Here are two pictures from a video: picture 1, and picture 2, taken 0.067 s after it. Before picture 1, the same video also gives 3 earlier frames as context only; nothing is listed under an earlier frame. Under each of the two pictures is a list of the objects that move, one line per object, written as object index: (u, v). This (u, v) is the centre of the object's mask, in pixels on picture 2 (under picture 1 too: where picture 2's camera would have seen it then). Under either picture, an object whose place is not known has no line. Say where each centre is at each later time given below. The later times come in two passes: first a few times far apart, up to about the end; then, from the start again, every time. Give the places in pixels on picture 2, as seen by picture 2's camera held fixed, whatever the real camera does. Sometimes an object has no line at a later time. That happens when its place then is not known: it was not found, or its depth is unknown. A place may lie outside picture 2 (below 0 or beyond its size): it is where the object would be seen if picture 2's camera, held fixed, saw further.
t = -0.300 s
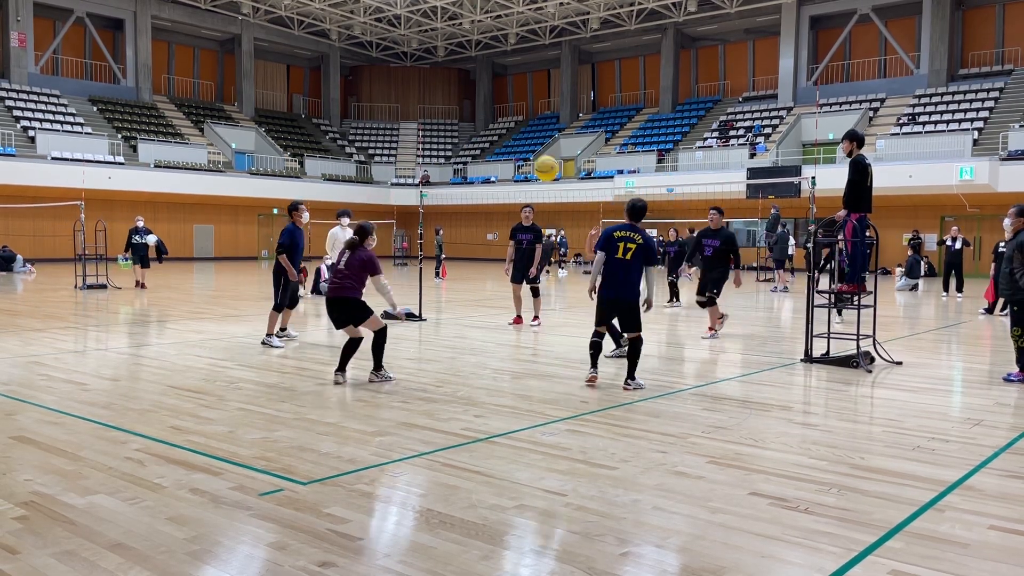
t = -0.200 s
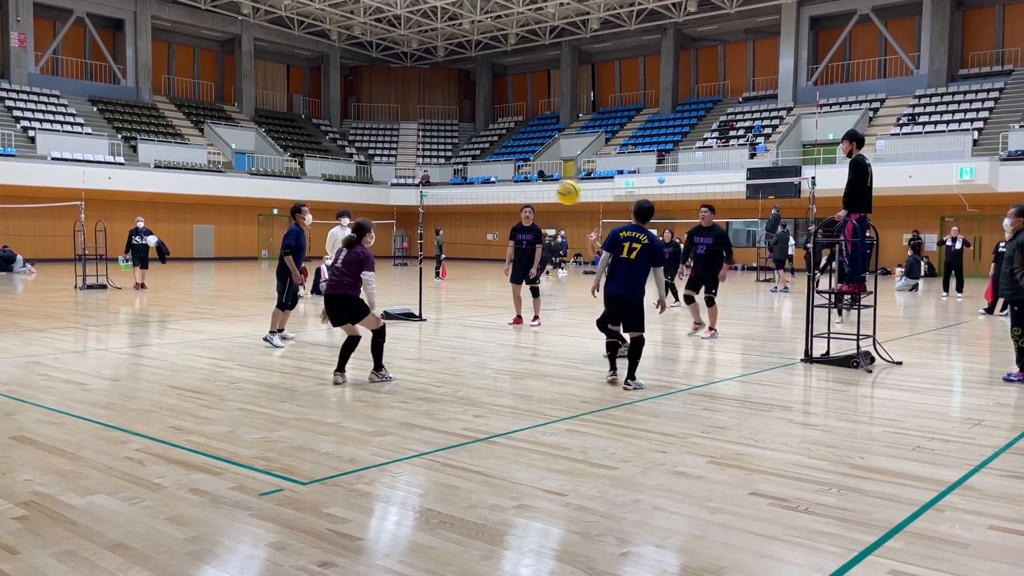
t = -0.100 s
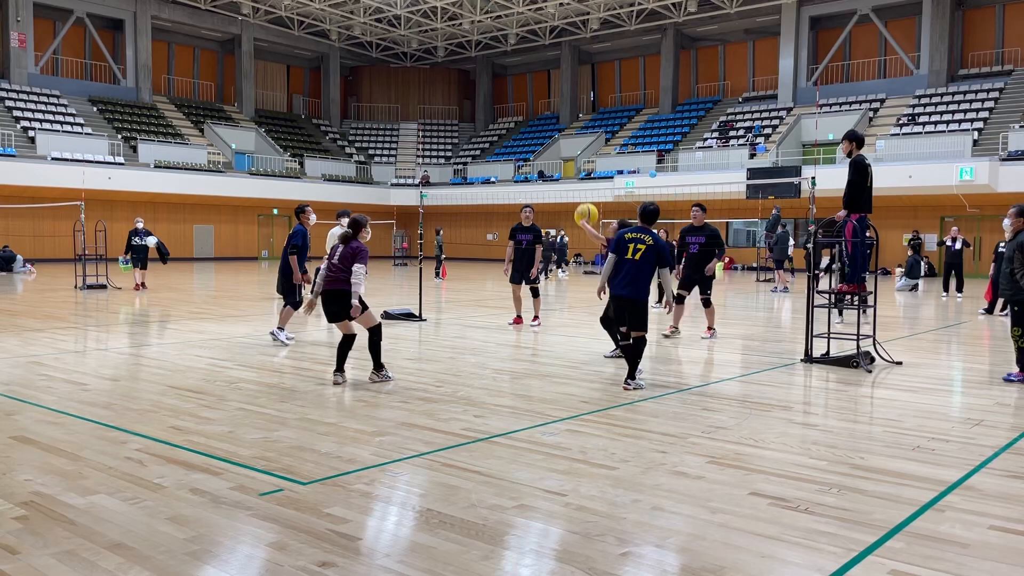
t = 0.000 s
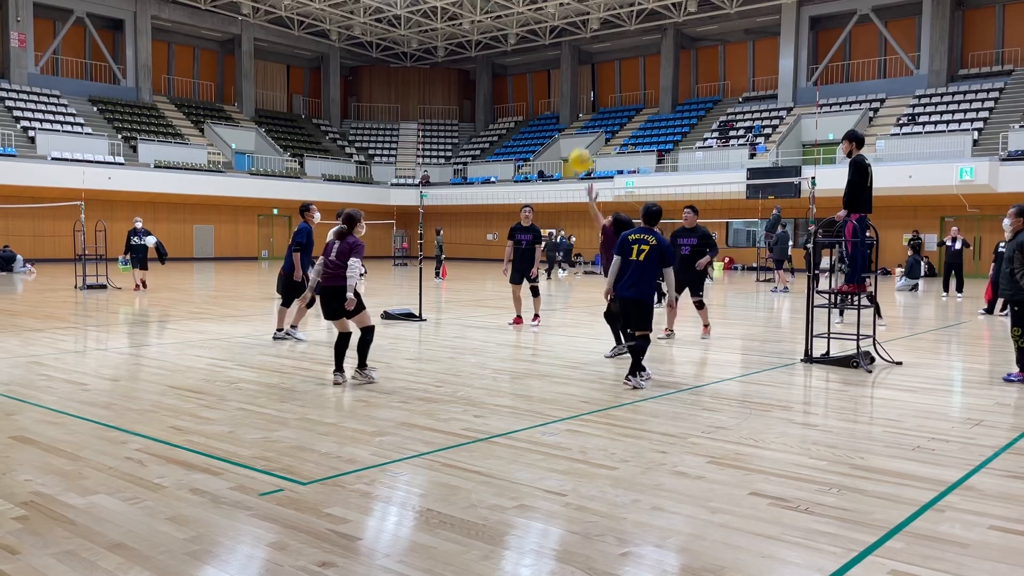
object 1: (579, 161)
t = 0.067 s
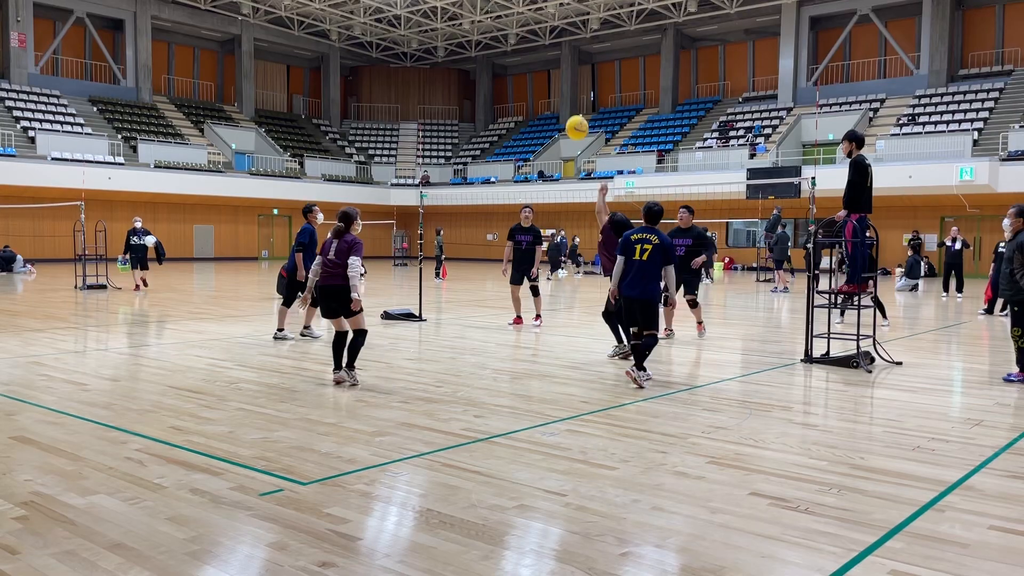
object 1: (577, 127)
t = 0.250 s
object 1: (566, 63)
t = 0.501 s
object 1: (547, 26)
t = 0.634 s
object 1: (539, 26)
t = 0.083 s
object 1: (576, 120)
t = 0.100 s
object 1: (575, 113)
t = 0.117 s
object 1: (574, 107)
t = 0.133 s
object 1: (573, 100)
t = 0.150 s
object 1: (572, 94)
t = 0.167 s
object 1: (571, 88)
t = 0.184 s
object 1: (570, 83)
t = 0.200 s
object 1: (569, 77)
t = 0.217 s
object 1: (568, 73)
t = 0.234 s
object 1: (566, 68)
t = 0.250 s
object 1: (566, 63)
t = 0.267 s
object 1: (564, 59)
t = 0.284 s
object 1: (563, 55)
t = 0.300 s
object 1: (562, 51)
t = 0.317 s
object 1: (561, 48)
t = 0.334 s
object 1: (559, 45)
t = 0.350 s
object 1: (558, 42)
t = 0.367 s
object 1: (557, 39)
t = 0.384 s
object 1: (556, 36)
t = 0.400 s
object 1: (554, 34)
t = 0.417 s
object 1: (553, 32)
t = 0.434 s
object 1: (552, 30)
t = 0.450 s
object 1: (551, 29)
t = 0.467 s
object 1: (550, 28)
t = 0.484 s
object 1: (548, 27)
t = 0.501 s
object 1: (547, 26)
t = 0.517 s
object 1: (546, 25)
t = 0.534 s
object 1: (545, 24)
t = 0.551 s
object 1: (544, 24)
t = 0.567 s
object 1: (543, 24)
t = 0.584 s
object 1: (542, 24)
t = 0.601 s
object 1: (541, 25)
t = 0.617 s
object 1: (540, 26)
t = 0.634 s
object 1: (539, 26)
